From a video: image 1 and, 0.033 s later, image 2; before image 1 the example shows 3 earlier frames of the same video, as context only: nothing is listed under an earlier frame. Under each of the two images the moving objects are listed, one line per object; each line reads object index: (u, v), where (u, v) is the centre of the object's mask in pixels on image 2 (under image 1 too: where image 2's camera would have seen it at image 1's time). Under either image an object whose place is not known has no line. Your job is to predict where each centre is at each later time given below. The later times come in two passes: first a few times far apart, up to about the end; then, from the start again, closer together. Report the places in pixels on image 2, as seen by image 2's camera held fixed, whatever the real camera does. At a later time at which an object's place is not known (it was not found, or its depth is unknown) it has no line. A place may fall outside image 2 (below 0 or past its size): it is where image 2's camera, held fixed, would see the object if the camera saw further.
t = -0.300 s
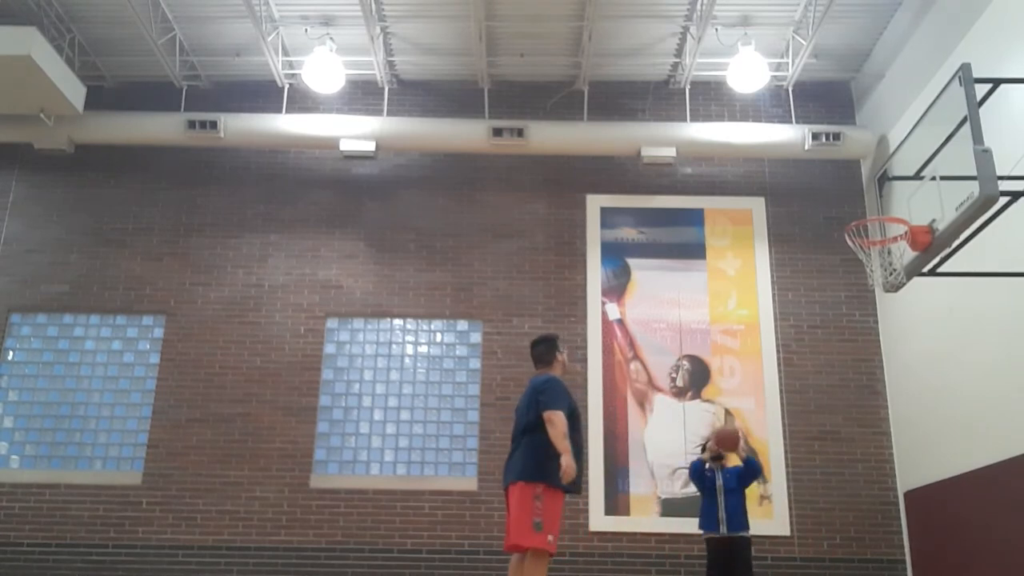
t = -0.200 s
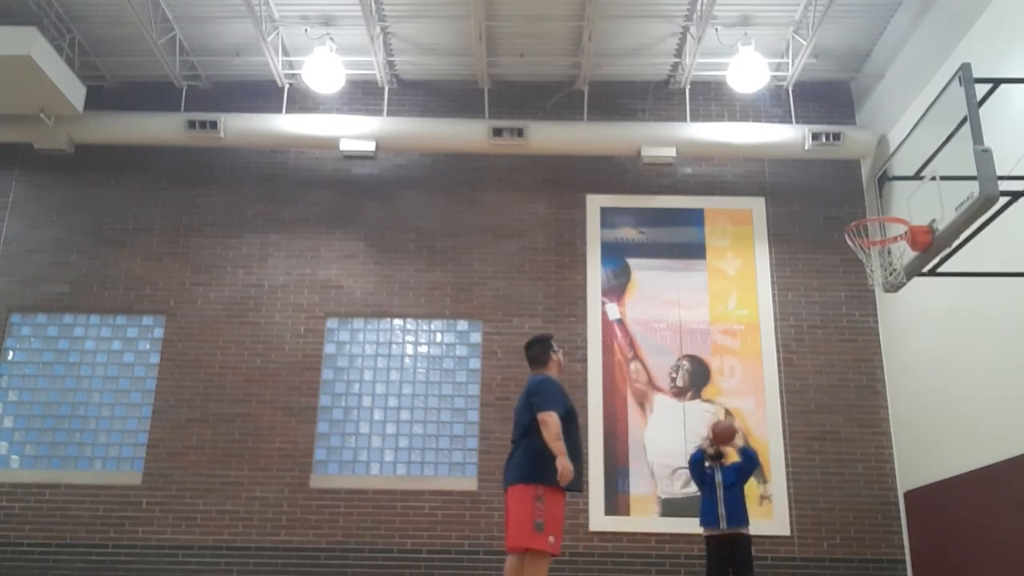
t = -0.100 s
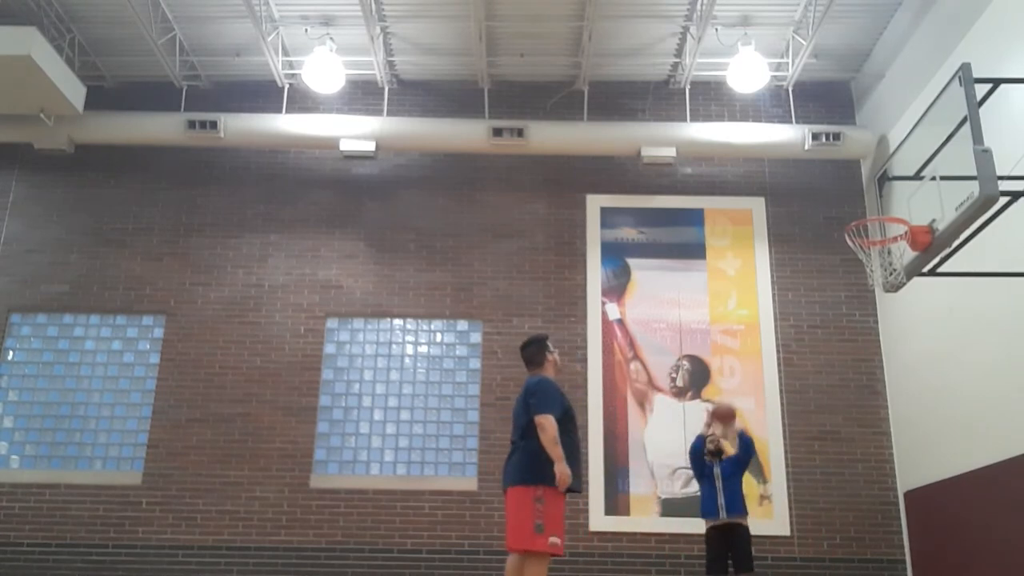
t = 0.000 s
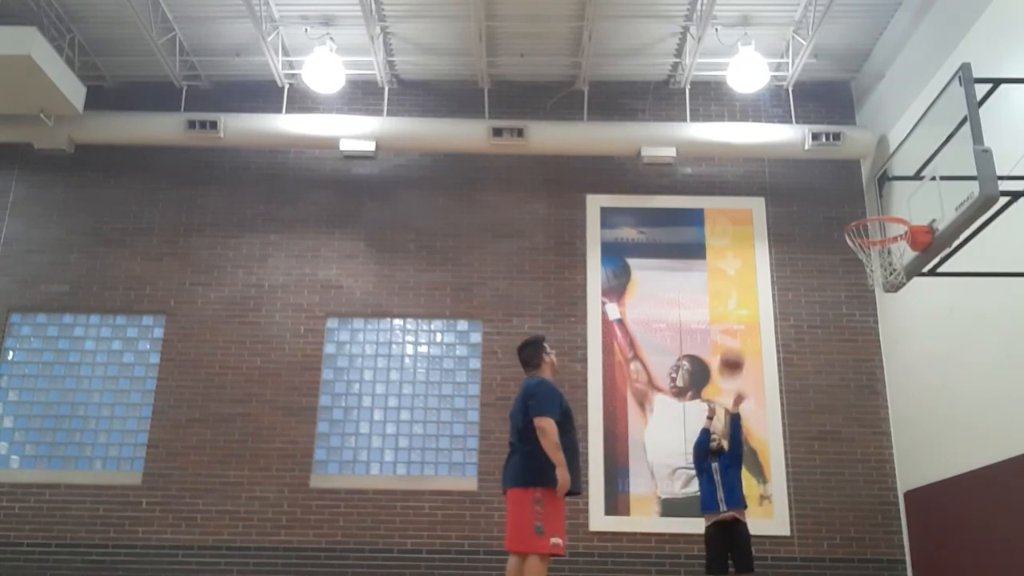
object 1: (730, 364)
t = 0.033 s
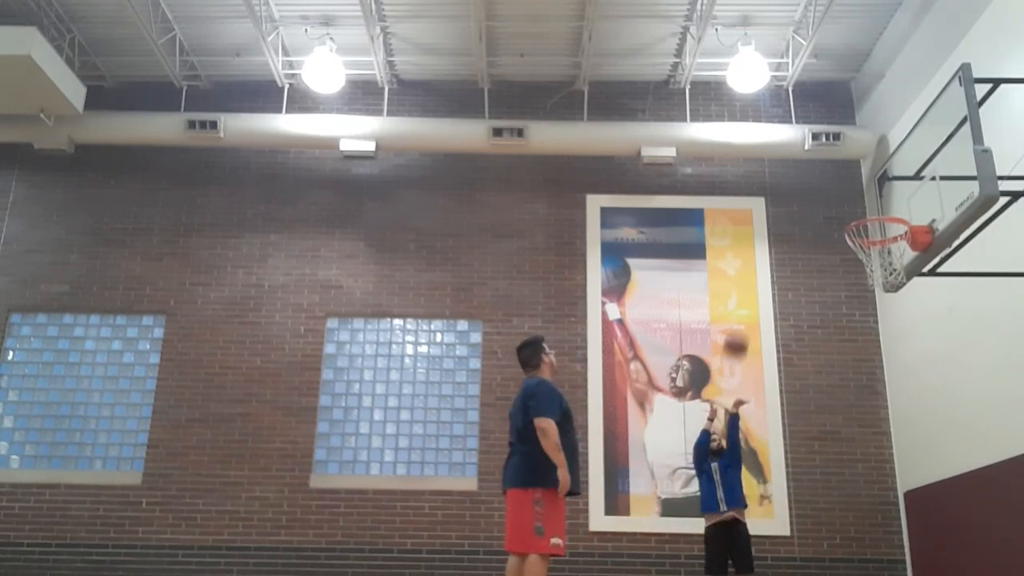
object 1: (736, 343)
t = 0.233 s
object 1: (763, 261)
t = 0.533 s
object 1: (812, 197)
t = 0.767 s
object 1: (863, 207)
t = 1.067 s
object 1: (894, 326)
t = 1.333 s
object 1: (913, 530)
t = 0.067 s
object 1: (740, 329)
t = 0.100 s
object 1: (744, 314)
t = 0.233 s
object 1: (763, 261)
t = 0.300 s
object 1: (773, 238)
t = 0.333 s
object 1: (779, 229)
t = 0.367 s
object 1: (784, 221)
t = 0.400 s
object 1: (790, 214)
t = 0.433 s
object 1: (795, 209)
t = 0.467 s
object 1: (801, 204)
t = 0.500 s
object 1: (806, 200)
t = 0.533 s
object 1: (812, 197)
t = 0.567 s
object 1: (819, 195)
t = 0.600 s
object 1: (826, 195)
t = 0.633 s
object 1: (833, 196)
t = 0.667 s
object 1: (841, 197)
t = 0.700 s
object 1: (848, 201)
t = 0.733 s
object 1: (855, 203)
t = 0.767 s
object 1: (863, 207)
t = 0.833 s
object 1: (884, 229)
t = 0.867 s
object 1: (888, 235)
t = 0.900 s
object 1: (888, 250)
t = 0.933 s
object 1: (887, 260)
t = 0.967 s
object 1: (892, 282)
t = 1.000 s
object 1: (891, 292)
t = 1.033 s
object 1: (892, 308)
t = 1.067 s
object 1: (894, 326)
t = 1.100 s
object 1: (895, 345)
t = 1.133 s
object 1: (897, 367)
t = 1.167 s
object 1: (899, 390)
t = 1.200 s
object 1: (902, 415)
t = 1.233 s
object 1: (905, 442)
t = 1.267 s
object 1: (907, 470)
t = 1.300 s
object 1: (908, 500)
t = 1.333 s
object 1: (913, 530)
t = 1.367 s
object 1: (913, 561)
